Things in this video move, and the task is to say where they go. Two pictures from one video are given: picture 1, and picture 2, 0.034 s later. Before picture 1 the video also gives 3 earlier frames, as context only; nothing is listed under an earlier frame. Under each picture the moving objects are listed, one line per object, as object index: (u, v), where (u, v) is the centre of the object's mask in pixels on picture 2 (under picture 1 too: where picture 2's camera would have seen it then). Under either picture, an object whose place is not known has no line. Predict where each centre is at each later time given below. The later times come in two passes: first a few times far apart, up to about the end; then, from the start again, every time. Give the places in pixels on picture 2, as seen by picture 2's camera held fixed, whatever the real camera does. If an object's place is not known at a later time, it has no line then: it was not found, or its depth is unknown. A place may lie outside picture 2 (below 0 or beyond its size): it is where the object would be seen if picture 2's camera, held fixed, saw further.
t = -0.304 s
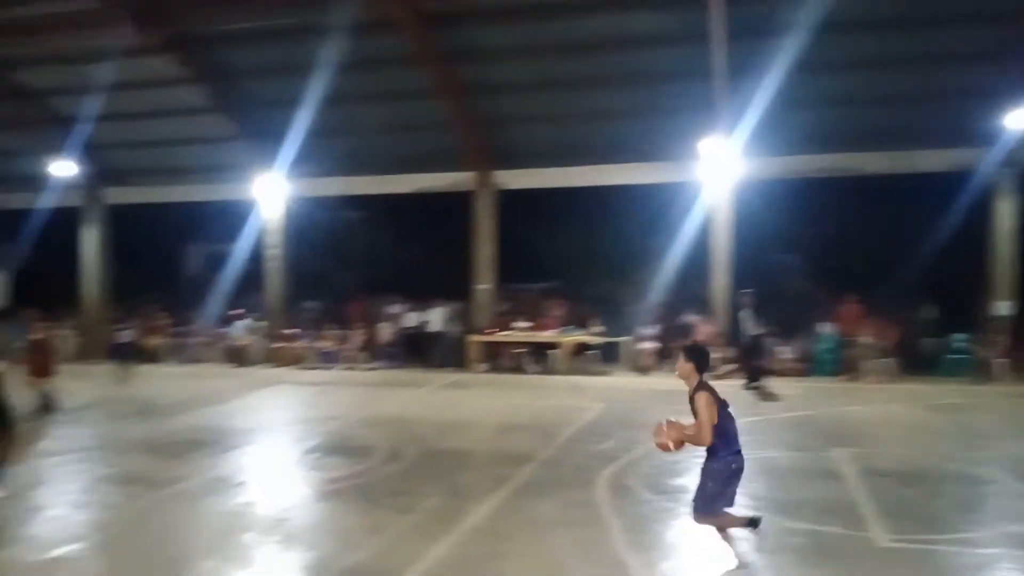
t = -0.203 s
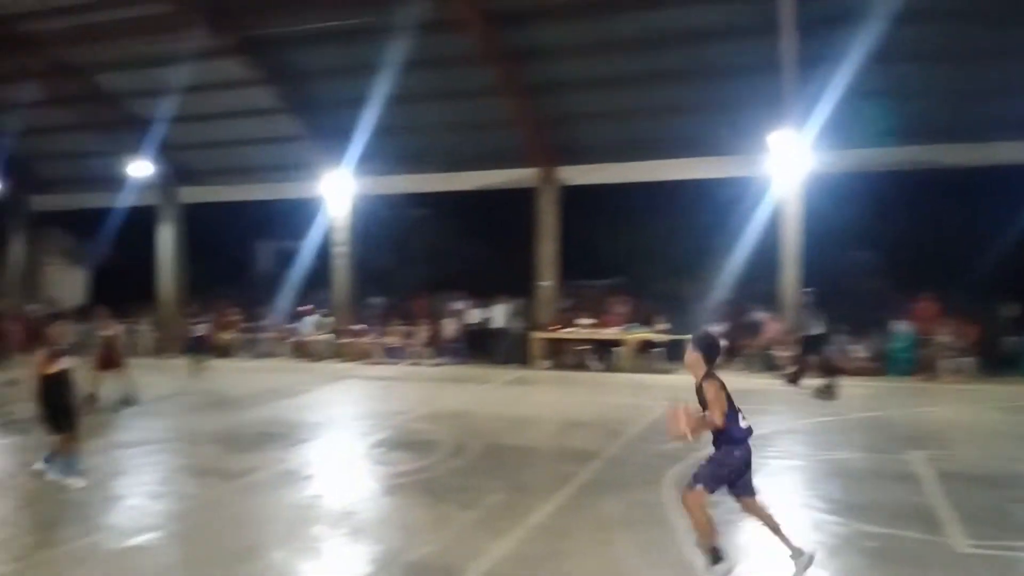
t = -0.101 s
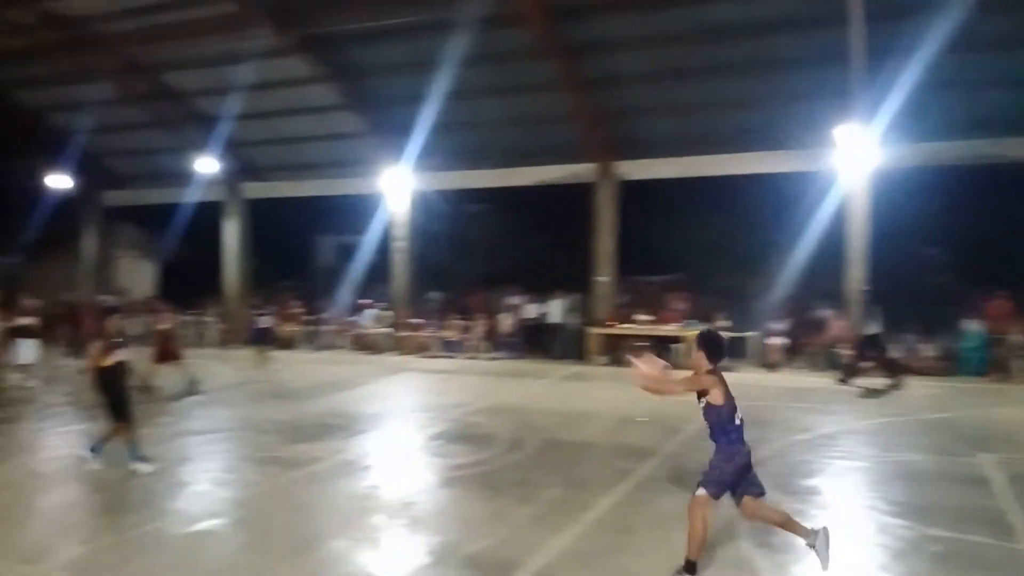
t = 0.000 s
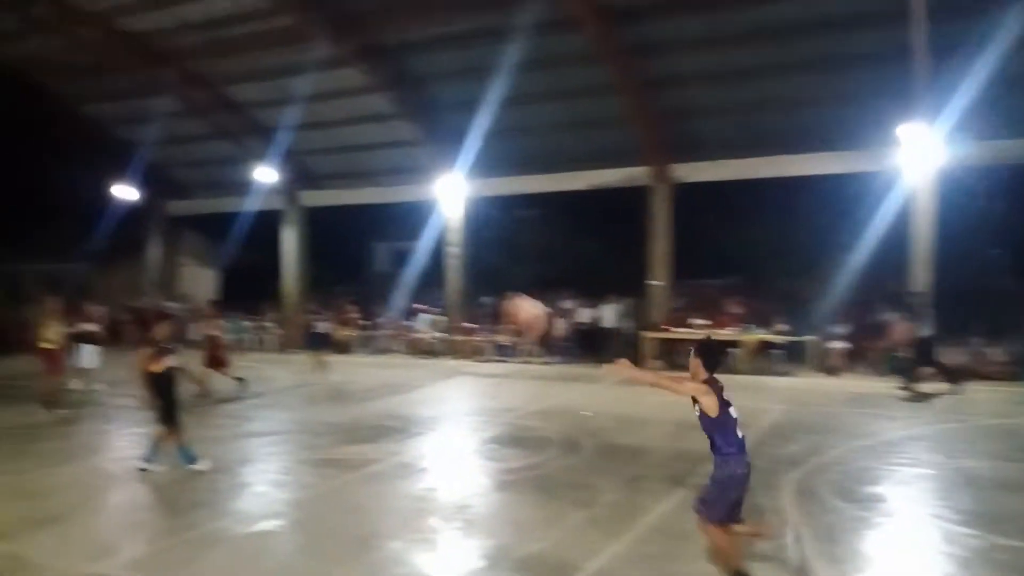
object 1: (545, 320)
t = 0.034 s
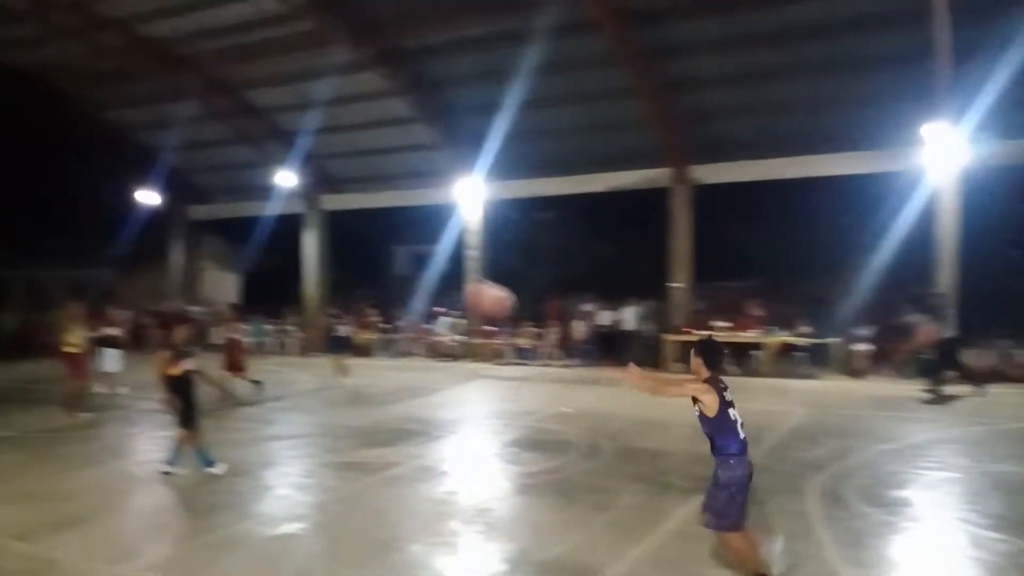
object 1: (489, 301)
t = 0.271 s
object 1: (141, 230)
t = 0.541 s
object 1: (-152, 253)
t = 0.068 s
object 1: (433, 283)
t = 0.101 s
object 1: (378, 268)
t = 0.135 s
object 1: (330, 258)
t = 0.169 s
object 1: (277, 247)
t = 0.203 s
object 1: (230, 239)
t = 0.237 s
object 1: (185, 233)
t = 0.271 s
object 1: (141, 230)
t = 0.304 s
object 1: (99, 228)
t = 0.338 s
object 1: (59, 228)
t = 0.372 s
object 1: (20, 229)
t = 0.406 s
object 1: (-14, 233)
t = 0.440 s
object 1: (-52, 236)
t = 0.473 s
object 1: (-86, 239)
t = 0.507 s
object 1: (-121, 247)
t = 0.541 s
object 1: (-152, 253)
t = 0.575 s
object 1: (-183, 260)
